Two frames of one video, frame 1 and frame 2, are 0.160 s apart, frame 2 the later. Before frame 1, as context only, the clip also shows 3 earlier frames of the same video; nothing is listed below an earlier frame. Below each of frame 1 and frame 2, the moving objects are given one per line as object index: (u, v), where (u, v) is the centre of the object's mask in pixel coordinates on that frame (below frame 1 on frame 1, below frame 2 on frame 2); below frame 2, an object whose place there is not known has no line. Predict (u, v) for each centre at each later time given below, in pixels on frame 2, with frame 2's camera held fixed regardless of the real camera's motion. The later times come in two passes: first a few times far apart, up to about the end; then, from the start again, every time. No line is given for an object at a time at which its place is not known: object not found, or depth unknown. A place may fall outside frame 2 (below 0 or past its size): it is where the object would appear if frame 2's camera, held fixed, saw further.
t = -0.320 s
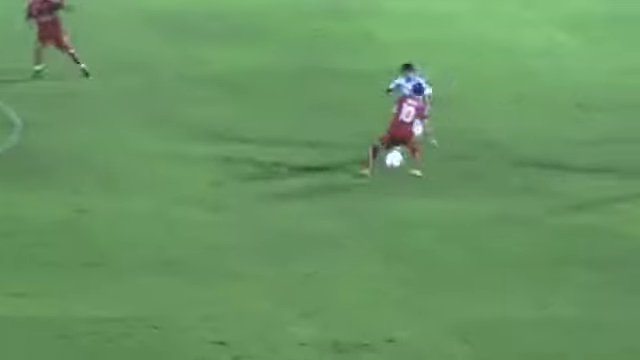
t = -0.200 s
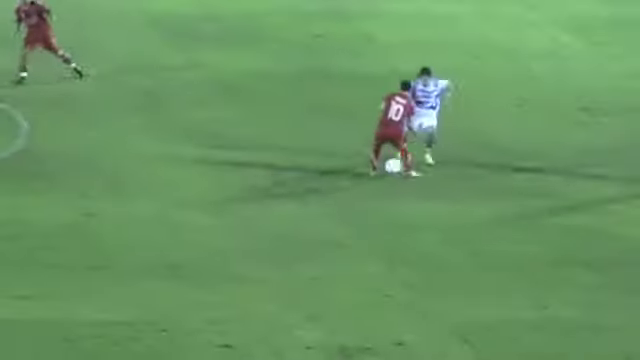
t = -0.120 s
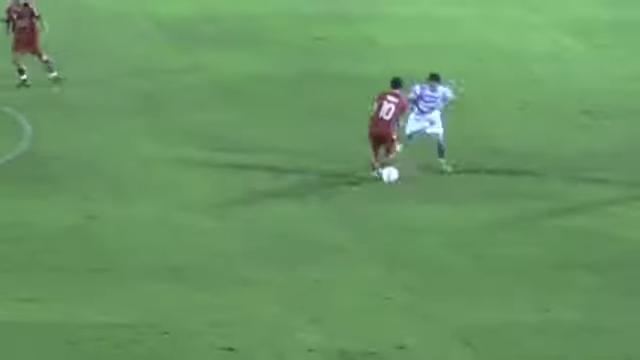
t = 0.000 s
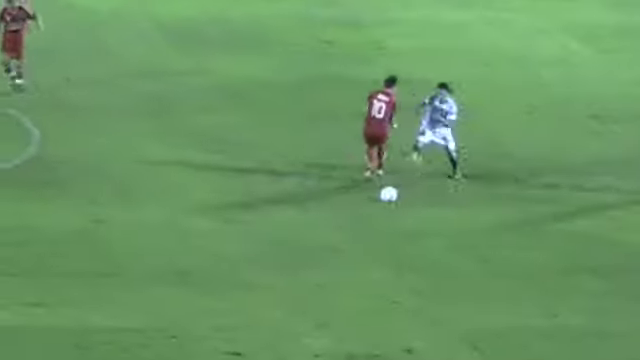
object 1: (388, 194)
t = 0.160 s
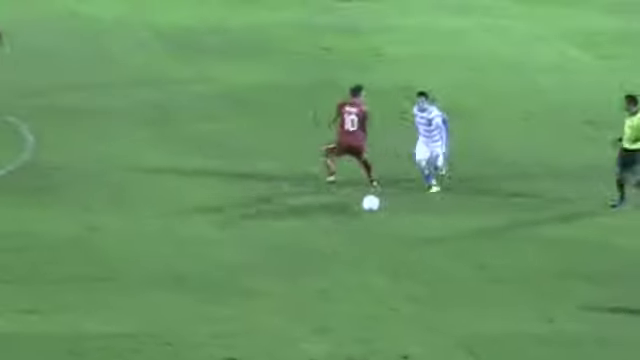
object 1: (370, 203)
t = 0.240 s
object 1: (367, 209)
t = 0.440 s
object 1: (354, 218)
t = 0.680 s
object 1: (342, 233)
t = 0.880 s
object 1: (328, 243)
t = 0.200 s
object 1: (368, 207)
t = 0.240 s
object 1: (367, 209)
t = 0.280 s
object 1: (364, 215)
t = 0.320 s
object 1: (363, 215)
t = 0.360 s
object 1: (360, 215)
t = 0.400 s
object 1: (356, 216)
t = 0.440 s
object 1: (354, 218)
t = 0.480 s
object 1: (350, 222)
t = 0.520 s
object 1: (348, 225)
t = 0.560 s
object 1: (344, 227)
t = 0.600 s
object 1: (347, 229)
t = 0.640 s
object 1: (342, 231)
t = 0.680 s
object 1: (342, 233)
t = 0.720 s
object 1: (340, 235)
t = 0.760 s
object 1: (336, 235)
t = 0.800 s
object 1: (333, 239)
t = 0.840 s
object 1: (331, 240)
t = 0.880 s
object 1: (328, 243)
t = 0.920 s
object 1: (328, 245)
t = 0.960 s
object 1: (329, 248)
